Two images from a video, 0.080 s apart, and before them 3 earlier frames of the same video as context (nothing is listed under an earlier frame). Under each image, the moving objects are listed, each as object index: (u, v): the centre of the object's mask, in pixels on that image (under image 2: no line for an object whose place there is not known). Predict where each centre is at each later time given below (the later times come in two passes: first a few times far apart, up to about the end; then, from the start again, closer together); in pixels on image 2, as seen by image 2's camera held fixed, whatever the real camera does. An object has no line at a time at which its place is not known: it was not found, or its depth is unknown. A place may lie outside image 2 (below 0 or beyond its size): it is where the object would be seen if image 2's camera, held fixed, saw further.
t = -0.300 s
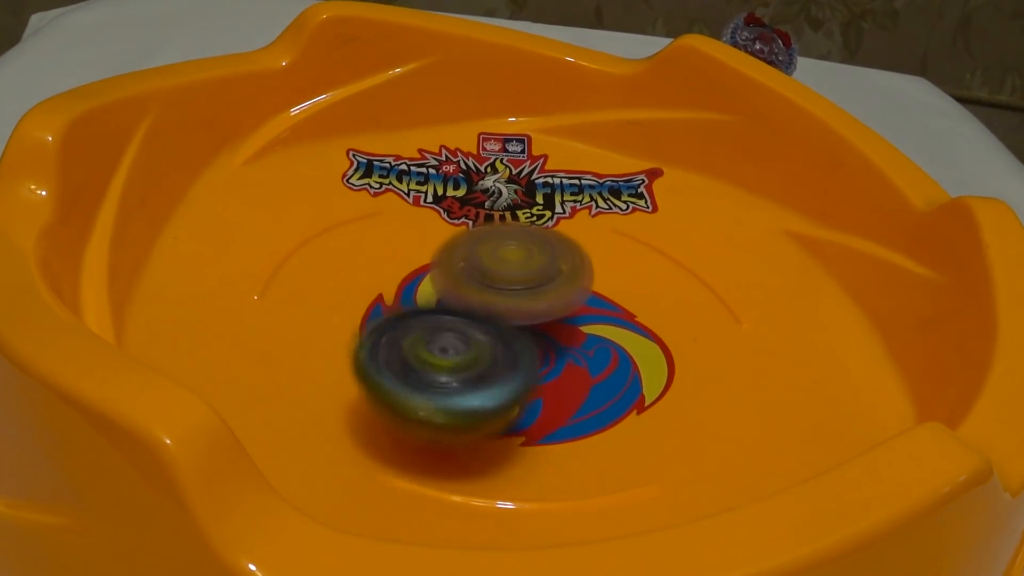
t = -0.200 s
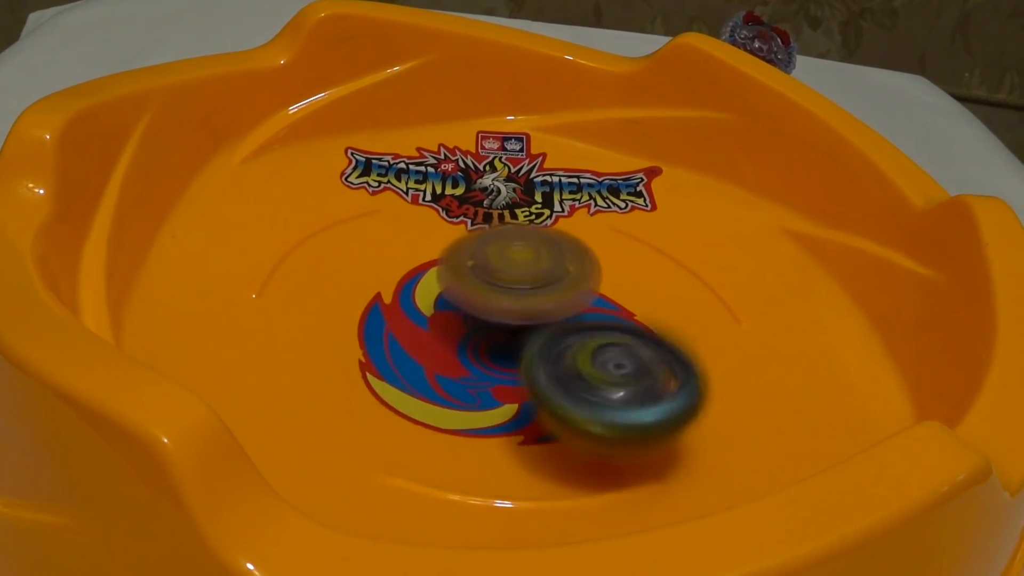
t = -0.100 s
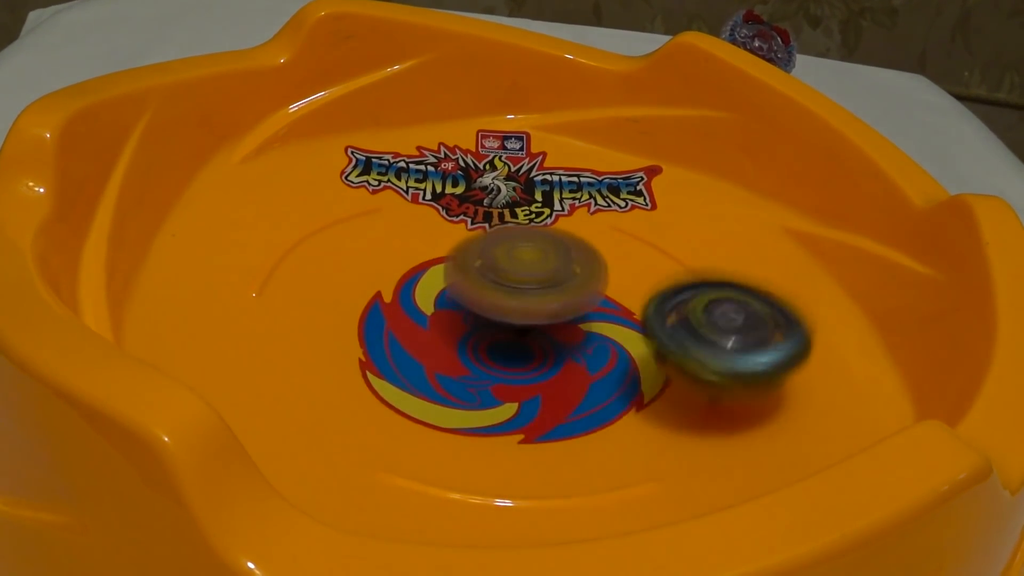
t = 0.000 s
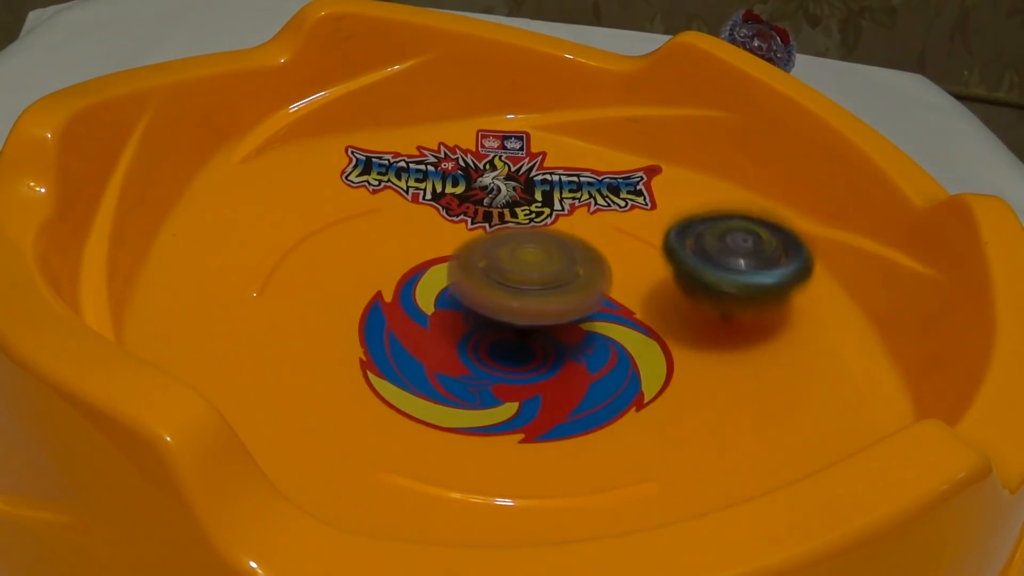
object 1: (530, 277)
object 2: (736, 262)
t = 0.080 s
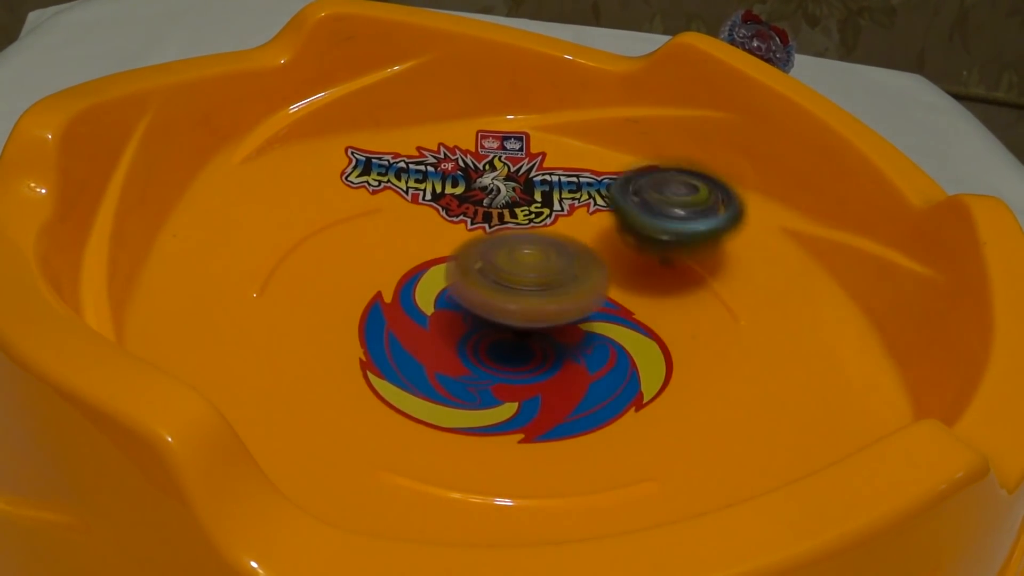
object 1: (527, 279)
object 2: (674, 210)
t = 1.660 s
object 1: (499, 279)
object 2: (414, 377)
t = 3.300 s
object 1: (502, 272)
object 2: (465, 172)
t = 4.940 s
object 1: (494, 269)
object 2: (644, 385)
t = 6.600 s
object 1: (491, 270)
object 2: (387, 190)
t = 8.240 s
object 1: (467, 279)
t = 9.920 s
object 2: (377, 238)
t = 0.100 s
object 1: (527, 279)
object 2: (655, 200)
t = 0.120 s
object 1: (526, 279)
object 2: (633, 189)
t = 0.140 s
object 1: (525, 279)
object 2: (611, 183)
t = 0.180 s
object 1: (526, 279)
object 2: (563, 173)
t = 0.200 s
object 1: (526, 278)
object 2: (540, 170)
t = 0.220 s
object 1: (525, 277)
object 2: (515, 168)
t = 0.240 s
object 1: (524, 278)
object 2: (490, 168)
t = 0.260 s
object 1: (524, 278)
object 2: (467, 170)
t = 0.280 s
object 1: (525, 278)
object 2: (445, 172)
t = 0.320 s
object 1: (523, 278)
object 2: (402, 181)
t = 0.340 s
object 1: (522, 279)
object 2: (381, 187)
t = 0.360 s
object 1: (523, 280)
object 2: (363, 196)
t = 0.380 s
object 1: (523, 279)
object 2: (346, 206)
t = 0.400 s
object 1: (521, 279)
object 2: (332, 218)
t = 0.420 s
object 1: (520, 279)
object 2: (321, 231)
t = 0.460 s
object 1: (519, 279)
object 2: (309, 257)
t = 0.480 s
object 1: (518, 279)
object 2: (307, 271)
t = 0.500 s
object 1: (515, 279)
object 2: (310, 287)
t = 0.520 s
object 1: (514, 278)
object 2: (317, 304)
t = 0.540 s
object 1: (513, 279)
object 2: (328, 320)
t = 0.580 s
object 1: (510, 277)
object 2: (360, 354)
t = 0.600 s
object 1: (507, 278)
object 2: (383, 368)
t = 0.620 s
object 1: (507, 278)
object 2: (410, 379)
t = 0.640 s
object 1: (507, 277)
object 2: (440, 390)
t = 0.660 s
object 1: (504, 276)
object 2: (469, 398)
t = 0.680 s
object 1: (502, 276)
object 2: (503, 402)
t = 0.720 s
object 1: (502, 275)
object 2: (569, 412)
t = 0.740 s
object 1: (501, 274)
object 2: (604, 411)
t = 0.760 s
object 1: (499, 274)
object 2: (635, 404)
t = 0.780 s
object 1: (496, 275)
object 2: (663, 400)
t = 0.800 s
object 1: (496, 275)
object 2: (688, 391)
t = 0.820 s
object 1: (496, 273)
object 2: (707, 379)
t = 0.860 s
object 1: (492, 274)
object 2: (732, 352)
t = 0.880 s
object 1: (493, 274)
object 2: (738, 335)
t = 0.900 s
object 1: (493, 272)
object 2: (739, 320)
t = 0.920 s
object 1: (493, 271)
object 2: (738, 305)
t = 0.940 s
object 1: (491, 272)
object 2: (735, 290)
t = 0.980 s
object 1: (493, 271)
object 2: (717, 261)
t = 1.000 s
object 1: (492, 271)
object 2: (706, 248)
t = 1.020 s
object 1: (491, 271)
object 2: (691, 236)
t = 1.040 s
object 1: (492, 272)
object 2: (677, 224)
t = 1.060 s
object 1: (493, 270)
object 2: (658, 212)
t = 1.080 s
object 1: (493, 270)
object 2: (640, 202)
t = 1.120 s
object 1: (491, 272)
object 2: (600, 185)
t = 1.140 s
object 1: (493, 270)
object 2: (578, 179)
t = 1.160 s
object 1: (492, 270)
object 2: (554, 174)
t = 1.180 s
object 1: (490, 271)
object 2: (532, 170)
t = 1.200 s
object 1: (491, 272)
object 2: (509, 166)
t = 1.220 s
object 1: (492, 270)
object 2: (486, 165)
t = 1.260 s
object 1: (489, 272)
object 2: (441, 161)
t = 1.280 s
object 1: (490, 273)
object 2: (418, 162)
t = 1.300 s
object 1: (490, 272)
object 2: (397, 163)
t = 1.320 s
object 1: (490, 272)
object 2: (376, 166)
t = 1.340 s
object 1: (489, 274)
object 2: (355, 172)
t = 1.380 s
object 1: (491, 273)
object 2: (320, 187)
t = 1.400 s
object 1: (490, 273)
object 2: (305, 198)
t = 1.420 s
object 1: (490, 275)
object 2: (293, 209)
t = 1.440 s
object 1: (492, 274)
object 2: (283, 221)
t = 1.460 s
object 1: (492, 273)
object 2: (276, 236)
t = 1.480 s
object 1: (491, 275)
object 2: (272, 250)
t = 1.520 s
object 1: (493, 275)
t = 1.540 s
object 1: (493, 275)
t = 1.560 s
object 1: (493, 276)
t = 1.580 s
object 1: (495, 277)
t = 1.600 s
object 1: (496, 276)
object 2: (333, 342)
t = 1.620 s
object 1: (496, 277)
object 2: (357, 356)
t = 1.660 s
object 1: (499, 279)
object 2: (414, 377)
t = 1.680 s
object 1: (499, 279)
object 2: (448, 384)
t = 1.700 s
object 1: (499, 280)
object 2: (478, 388)
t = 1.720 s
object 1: (499, 280)
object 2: (509, 392)
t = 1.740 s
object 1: (500, 280)
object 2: (542, 393)
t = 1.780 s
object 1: (499, 281)
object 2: (602, 393)
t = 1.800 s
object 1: (501, 281)
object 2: (630, 385)
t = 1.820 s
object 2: (657, 379)
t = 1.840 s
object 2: (679, 370)
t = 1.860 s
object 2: (695, 358)
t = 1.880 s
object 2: (710, 342)
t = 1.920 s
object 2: (726, 316)
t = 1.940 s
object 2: (730, 303)
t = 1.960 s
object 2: (730, 288)
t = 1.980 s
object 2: (728, 274)
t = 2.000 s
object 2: (724, 261)
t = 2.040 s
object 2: (706, 235)
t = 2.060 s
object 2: (695, 222)
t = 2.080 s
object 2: (680, 210)
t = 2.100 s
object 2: (660, 201)
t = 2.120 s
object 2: (639, 192)
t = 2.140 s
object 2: (617, 184)
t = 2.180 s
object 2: (575, 173)
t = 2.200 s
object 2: (553, 168)
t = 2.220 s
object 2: (531, 166)
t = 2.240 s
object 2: (511, 163)
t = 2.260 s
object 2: (489, 162)
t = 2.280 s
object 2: (467, 164)
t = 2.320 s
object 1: (498, 281)
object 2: (426, 169)
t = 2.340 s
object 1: (498, 281)
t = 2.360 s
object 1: (498, 280)
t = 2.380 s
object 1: (496, 280)
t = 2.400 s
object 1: (495, 280)
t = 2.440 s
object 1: (495, 279)
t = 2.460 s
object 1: (494, 279)
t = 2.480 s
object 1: (496, 278)
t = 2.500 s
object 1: (494, 278)
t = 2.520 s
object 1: (493, 278)
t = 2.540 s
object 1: (493, 278)
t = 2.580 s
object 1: (493, 276)
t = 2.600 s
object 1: (493, 275)
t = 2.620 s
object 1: (494, 274)
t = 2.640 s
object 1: (493, 273)
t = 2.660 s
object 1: (491, 274)
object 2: (427, 371)
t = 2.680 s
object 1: (491, 274)
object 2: (452, 382)
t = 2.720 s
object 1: (490, 273)
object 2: (511, 392)
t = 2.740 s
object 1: (491, 274)
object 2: (540, 395)
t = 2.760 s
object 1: (490, 272)
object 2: (569, 396)
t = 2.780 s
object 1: (489, 272)
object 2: (602, 397)
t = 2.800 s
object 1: (490, 272)
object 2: (631, 395)
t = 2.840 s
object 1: (489, 271)
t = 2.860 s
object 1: (490, 271)
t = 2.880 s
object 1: (491, 269)
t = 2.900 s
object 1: (490, 270)
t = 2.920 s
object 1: (490, 270)
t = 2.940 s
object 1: (492, 269)
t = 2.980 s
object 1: (491, 270)
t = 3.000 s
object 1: (493, 268)
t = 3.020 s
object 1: (492, 269)
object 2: (719, 267)
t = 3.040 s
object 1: (492, 269)
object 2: (708, 254)
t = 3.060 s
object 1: (494, 268)
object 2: (696, 243)
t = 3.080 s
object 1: (493, 269)
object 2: (683, 232)
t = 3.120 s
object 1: (495, 269)
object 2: (650, 211)
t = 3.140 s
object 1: (495, 269)
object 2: (633, 203)
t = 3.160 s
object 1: (495, 271)
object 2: (613, 196)
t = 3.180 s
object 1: (498, 270)
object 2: (591, 189)
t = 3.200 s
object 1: (497, 271)
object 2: (570, 183)
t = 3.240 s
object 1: (499, 271)
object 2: (529, 176)
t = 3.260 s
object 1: (499, 271)
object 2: (507, 174)
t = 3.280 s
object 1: (500, 272)
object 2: (484, 172)
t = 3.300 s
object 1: (502, 272)
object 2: (465, 172)
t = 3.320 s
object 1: (502, 272)
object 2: (444, 173)
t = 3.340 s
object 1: (503, 273)
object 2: (423, 175)
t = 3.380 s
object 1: (506, 274)
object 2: (385, 181)
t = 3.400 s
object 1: (506, 276)
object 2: (365, 187)
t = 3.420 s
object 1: (508, 276)
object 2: (349, 193)
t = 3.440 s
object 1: (508, 276)
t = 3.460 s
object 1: (508, 278)
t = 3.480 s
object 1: (510, 278)
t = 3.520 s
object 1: (509, 279)
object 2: (295, 244)
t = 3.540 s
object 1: (512, 278)
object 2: (290, 257)
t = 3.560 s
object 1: (511, 278)
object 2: (290, 271)
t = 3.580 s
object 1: (513, 278)
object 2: (294, 283)
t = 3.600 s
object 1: (515, 278)
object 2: (300, 296)
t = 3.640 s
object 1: (516, 280)
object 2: (325, 325)
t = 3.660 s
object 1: (518, 279)
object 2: (344, 341)
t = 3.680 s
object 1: (517, 280)
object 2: (364, 353)
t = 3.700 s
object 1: (517, 281)
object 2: (390, 366)
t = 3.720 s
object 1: (518, 280)
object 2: (418, 375)
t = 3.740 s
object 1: (518, 281)
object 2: (446, 382)
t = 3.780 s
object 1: (518, 279)
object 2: (503, 389)
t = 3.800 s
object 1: (517, 280)
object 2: (532, 392)
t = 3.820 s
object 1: (518, 279)
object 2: (559, 389)
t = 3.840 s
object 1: (517, 280)
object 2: (588, 388)
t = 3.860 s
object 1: (516, 281)
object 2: (614, 383)
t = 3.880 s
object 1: (518, 281)
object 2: (635, 378)
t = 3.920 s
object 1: (517, 281)
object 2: (675, 360)
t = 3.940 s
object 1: (518, 280)
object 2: (686, 348)
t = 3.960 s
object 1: (517, 280)
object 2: (696, 336)
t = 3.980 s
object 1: (517, 280)
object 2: (704, 322)
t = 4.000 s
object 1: (518, 279)
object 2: (708, 309)
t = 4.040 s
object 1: (517, 279)
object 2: (709, 283)
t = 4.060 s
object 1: (516, 278)
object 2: (706, 270)
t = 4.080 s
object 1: (515, 278)
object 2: (700, 257)
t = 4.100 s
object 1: (516, 278)
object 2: (693, 245)
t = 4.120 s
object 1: (515, 278)
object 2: (684, 234)
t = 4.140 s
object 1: (514, 278)
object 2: (672, 222)
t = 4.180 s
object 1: (513, 278)
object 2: (645, 201)
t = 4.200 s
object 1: (511, 279)
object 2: (629, 192)
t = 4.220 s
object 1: (512, 278)
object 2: (612, 184)
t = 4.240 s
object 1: (509, 279)
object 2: (593, 178)
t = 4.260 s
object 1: (508, 279)
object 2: (574, 174)
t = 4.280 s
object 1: (507, 277)
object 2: (555, 169)
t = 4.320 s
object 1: (505, 276)
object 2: (515, 164)
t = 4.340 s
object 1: (504, 275)
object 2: (494, 162)
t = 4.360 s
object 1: (503, 275)
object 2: (475, 162)
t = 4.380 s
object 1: (504, 274)
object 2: (456, 163)
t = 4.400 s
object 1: (502, 274)
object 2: (437, 164)
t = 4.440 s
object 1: (502, 273)
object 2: (401, 172)
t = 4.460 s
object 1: (500, 273)
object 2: (382, 179)
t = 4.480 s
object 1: (500, 274)
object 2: (367, 185)
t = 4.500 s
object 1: (497, 273)
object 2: (355, 194)
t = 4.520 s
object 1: (496, 274)
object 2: (343, 204)
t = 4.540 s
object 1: (497, 273)
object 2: (332, 215)
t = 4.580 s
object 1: (496, 272)
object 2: (320, 238)
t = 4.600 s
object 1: (495, 271)
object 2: (317, 252)
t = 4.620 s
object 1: (494, 271)
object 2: (319, 263)
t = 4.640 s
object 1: (494, 271)
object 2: (323, 278)
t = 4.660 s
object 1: (493, 270)
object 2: (329, 293)
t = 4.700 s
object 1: (495, 269)
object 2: (352, 319)
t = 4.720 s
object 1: (493, 268)
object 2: (368, 332)
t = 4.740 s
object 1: (494, 268)
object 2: (388, 344)
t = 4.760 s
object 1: (494, 266)
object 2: (410, 354)
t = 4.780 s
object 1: (492, 267)
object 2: (431, 366)
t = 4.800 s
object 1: (492, 268)
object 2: (458, 376)
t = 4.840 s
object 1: (491, 268)
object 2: (509, 386)
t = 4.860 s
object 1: (494, 267)
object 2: (538, 388)
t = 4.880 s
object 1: (492, 268)
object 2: (565, 390)
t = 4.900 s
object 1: (493, 269)
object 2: (592, 390)
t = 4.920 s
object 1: (495, 267)
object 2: (619, 388)
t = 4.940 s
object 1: (494, 269)
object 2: (644, 385)
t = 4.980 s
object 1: (495, 269)
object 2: (683, 369)
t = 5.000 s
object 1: (495, 270)
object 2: (699, 359)
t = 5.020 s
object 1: (497, 269)
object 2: (709, 346)
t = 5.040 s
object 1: (496, 271)
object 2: (718, 334)
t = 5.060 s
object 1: (498, 271)
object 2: (724, 322)
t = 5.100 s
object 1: (497, 272)
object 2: (726, 298)
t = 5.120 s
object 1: (497, 272)
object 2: (723, 285)
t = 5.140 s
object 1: (498, 273)
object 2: (717, 273)
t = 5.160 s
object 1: (499, 274)
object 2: (709, 262)
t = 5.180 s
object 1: (497, 274)
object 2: (699, 251)
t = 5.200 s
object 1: (498, 275)
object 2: (688, 241)
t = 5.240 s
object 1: (498, 276)
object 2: (661, 221)
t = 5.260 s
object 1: (501, 276)
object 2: (645, 212)
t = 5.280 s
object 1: (501, 277)
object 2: (628, 204)
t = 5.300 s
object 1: (500, 278)
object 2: (610, 197)
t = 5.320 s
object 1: (503, 277)
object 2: (589, 191)
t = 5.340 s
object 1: (502, 278)
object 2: (571, 187)
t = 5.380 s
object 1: (503, 279)
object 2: (529, 181)
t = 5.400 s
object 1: (503, 280)
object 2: (511, 181)
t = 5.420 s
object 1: (506, 280)
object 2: (492, 181)
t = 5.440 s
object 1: (505, 281)
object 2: (472, 181)
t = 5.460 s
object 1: (506, 282)
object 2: (454, 183)
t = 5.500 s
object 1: (505, 283)
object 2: (415, 187)
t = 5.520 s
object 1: (507, 282)
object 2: (399, 190)
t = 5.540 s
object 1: (504, 284)
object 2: (381, 196)
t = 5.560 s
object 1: (505, 284)
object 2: (365, 202)
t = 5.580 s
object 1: (506, 284)
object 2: (352, 210)
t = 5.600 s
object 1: (505, 284)
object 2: (340, 217)
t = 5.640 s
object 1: (504, 284)
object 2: (321, 237)
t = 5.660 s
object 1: (505, 284)
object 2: (317, 246)
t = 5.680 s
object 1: (504, 284)
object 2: (313, 260)
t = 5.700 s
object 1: (505, 284)
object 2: (314, 272)
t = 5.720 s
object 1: (505, 283)
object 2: (317, 282)
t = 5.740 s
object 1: (504, 283)
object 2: (324, 299)
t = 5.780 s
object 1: (504, 283)
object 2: (348, 323)
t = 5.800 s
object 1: (505, 283)
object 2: (364, 335)
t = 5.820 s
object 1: (505, 281)
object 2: (384, 346)
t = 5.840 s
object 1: (504, 280)
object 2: (404, 356)
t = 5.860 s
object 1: (505, 279)
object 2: (428, 365)
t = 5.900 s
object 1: (500, 278)
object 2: (479, 378)
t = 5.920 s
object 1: (498, 276)
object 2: (505, 379)
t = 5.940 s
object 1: (497, 276)
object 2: (531, 380)
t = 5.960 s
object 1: (497, 276)
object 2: (554, 379)
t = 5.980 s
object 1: (495, 277)
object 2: (581, 376)
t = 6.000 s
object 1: (497, 278)
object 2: (602, 372)
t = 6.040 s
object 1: (496, 279)
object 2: (643, 360)
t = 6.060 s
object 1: (496, 277)
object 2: (657, 351)
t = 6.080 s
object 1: (494, 277)
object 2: (669, 341)
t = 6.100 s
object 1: (496, 276)
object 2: (678, 330)
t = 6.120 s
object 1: (493, 276)
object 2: (682, 320)
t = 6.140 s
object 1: (495, 276)
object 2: (688, 305)
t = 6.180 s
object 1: (493, 275)
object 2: (689, 282)
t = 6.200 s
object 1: (494, 274)
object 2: (686, 270)
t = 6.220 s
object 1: (492, 274)
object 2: (681, 258)
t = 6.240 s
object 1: (492, 274)
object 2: (673, 248)
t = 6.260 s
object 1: (491, 274)
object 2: (665, 237)
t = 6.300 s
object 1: (491, 272)
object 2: (643, 217)
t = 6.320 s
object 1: (490, 273)
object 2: (630, 208)
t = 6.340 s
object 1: (490, 271)
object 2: (615, 199)
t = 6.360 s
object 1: (490, 272)
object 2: (599, 193)
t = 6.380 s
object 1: (491, 271)
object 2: (582, 187)
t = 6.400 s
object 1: (490, 271)
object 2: (562, 183)
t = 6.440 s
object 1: (490, 269)
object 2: (526, 176)
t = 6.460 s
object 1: (490, 270)
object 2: (507, 174)
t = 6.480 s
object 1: (492, 269)
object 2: (488, 171)
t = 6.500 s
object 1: (491, 270)
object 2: (471, 171)
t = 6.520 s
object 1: (493, 269)
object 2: (454, 171)
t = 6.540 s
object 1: (492, 269)
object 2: (437, 174)
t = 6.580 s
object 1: (491, 269)
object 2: (403, 183)
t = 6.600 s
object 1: (491, 270)
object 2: (387, 190)
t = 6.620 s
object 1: (494, 271)
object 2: (372, 195)
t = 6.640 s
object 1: (496, 276)
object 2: (359, 201)
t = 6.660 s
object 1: (497, 276)
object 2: (345, 207)
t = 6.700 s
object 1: (499, 278)
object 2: (325, 225)
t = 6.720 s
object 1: (499, 279)
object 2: (317, 235)
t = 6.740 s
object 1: (500, 279)
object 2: (314, 246)
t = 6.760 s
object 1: (500, 280)
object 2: (313, 257)
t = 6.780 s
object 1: (501, 280)
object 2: (315, 267)
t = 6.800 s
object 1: (501, 280)
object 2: (321, 281)
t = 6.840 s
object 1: (503, 280)
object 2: (340, 306)
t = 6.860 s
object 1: (506, 281)
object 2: (354, 317)
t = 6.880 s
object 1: (510, 280)
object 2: (372, 328)
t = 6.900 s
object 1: (511, 280)
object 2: (393, 338)
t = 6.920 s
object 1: (514, 278)
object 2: (414, 346)
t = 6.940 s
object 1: (519, 277)
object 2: (427, 355)
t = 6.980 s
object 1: (536, 273)
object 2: (443, 375)
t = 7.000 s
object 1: (543, 272)
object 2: (456, 383)
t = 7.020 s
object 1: (549, 270)
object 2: (472, 389)
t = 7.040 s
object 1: (552, 271)
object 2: (490, 393)
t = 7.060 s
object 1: (554, 270)
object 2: (508, 399)
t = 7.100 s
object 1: (555, 270)
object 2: (551, 409)
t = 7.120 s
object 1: (555, 270)
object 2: (577, 409)
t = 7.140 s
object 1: (557, 269)
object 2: (599, 408)
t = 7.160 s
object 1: (556, 270)
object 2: (618, 400)
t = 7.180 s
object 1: (558, 269)
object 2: (636, 395)
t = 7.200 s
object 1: (557, 269)
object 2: (650, 386)
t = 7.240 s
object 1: (558, 269)
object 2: (666, 366)
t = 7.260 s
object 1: (557, 268)
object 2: (669, 356)
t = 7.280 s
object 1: (556, 268)
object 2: (670, 344)
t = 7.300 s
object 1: (553, 265)
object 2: (674, 336)
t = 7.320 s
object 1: (550, 261)
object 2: (678, 329)
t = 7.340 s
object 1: (545, 257)
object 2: (681, 323)
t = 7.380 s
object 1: (535, 249)
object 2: (685, 305)
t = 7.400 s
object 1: (533, 247)
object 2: (683, 296)
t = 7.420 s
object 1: (529, 246)
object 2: (680, 287)
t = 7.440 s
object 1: (514, 238)
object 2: (689, 284)
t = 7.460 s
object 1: (502, 234)
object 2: (692, 280)
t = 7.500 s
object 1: (483, 225)
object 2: (691, 272)
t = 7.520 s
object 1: (475, 221)
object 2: (687, 266)
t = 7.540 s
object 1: (473, 220)
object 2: (678, 263)
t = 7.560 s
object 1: (467, 217)
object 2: (669, 260)
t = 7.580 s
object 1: (465, 216)
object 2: (657, 258)
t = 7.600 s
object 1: (462, 214)
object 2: (645, 256)
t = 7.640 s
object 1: (458, 213)
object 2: (618, 254)
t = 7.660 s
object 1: (458, 213)
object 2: (605, 256)
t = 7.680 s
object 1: (455, 214)
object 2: (591, 259)
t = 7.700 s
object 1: (450, 212)
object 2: (586, 267)
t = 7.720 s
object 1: (439, 208)
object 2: (588, 278)
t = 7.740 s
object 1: (431, 204)
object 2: (590, 287)
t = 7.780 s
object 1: (424, 202)
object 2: (599, 305)
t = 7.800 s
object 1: (425, 203)
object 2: (606, 313)
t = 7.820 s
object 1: (423, 205)
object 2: (611, 322)
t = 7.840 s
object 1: (424, 204)
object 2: (620, 330)
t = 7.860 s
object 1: (425, 209)
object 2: (626, 339)
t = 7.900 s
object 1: (429, 215)
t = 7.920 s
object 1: (429, 217)
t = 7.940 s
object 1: (432, 219)
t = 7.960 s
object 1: (433, 225)
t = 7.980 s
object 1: (434, 226)
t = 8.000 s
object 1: (435, 230)
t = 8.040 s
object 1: (442, 234)
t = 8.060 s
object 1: (442, 239)
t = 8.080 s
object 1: (447, 241)
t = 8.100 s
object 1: (448, 248)
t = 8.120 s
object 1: (451, 249)
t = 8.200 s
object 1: (461, 269)
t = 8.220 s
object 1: (466, 272)
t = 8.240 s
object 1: (467, 279)
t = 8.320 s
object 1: (463, 289)
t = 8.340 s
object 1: (450, 285)
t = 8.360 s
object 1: (439, 282)
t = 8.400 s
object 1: (427, 277)
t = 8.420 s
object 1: (425, 275)
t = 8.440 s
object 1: (419, 275)
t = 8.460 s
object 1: (415, 275)
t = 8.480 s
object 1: (415, 274)
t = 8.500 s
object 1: (414, 273)
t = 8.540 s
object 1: (415, 273)
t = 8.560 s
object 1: (415, 273)
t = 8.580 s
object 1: (418, 274)
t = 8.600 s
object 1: (419, 273)
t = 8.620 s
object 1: (420, 273)
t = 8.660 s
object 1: (416, 265)
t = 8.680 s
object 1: (416, 263)
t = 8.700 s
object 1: (414, 260)
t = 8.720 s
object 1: (415, 257)
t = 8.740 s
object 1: (419, 258)
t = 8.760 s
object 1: (421, 256)
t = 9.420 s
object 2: (469, 350)
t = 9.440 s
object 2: (455, 349)
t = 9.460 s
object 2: (445, 348)
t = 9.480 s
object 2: (435, 347)
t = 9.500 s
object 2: (425, 345)
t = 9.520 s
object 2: (416, 340)
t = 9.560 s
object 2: (395, 331)
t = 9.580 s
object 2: (387, 327)
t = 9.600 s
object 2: (378, 321)
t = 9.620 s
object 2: (371, 316)
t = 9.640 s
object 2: (365, 311)
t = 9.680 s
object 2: (356, 299)
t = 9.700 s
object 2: (353, 293)
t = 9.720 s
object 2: (351, 287)
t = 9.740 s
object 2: (350, 280)
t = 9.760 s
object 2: (352, 275)
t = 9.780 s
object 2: (353, 270)
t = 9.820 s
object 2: (360, 260)
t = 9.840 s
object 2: (364, 254)
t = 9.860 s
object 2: (369, 250)
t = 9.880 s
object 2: (377, 248)
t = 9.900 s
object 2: (377, 242)
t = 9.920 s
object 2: (377, 238)
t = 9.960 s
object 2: (381, 229)
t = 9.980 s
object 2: (385, 225)
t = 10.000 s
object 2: (390, 221)
